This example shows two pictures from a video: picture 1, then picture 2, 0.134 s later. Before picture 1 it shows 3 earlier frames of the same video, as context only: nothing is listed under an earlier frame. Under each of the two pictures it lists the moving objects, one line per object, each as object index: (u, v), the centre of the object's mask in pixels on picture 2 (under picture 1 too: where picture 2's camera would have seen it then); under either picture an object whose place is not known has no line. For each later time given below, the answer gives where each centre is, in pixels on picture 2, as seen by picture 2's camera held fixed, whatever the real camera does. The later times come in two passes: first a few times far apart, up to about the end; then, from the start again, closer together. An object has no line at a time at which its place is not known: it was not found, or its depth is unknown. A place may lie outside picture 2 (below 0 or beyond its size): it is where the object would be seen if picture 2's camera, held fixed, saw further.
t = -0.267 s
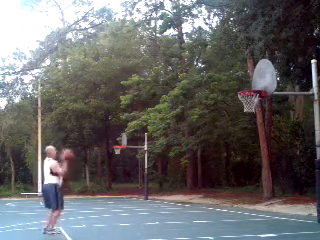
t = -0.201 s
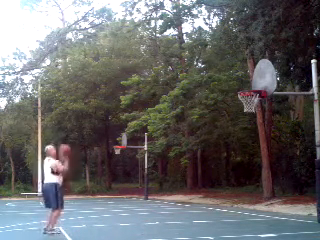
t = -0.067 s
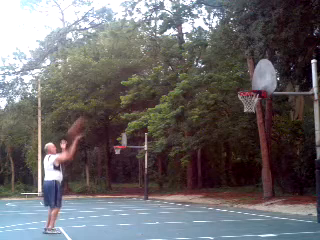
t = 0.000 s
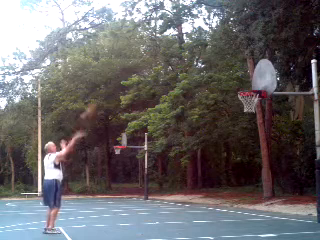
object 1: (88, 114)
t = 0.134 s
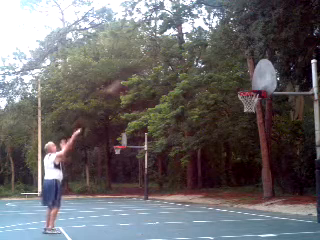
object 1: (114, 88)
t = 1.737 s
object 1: (233, 155)
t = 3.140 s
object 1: (203, 210)
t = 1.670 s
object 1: (234, 143)
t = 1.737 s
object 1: (233, 155)
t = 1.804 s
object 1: (230, 169)
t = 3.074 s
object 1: (204, 215)
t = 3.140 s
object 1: (203, 210)
